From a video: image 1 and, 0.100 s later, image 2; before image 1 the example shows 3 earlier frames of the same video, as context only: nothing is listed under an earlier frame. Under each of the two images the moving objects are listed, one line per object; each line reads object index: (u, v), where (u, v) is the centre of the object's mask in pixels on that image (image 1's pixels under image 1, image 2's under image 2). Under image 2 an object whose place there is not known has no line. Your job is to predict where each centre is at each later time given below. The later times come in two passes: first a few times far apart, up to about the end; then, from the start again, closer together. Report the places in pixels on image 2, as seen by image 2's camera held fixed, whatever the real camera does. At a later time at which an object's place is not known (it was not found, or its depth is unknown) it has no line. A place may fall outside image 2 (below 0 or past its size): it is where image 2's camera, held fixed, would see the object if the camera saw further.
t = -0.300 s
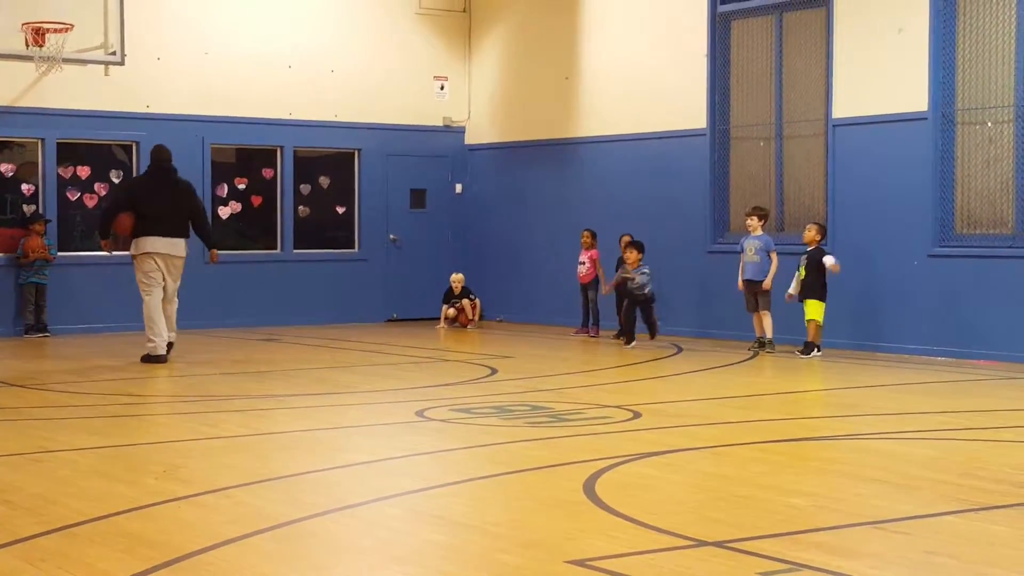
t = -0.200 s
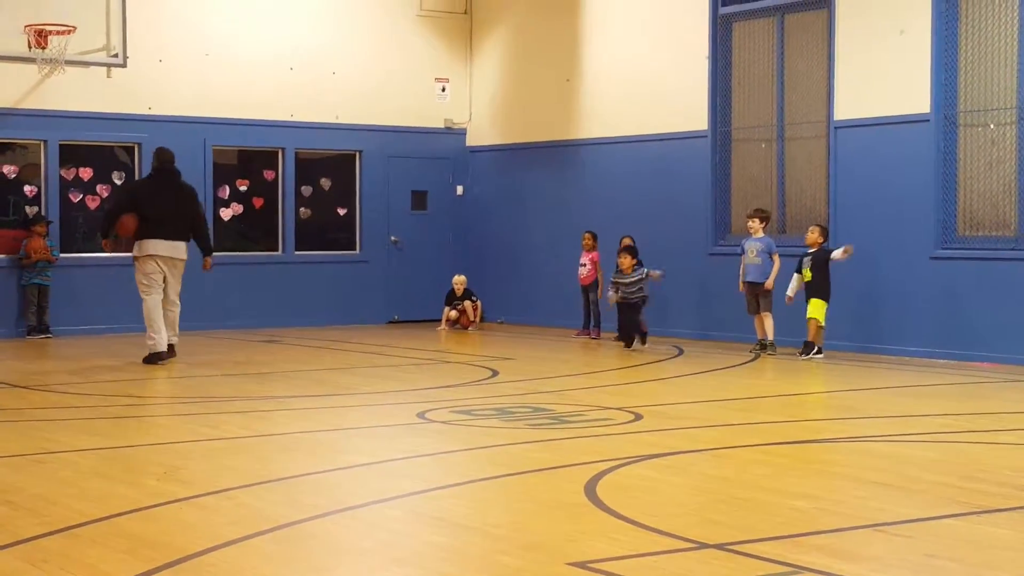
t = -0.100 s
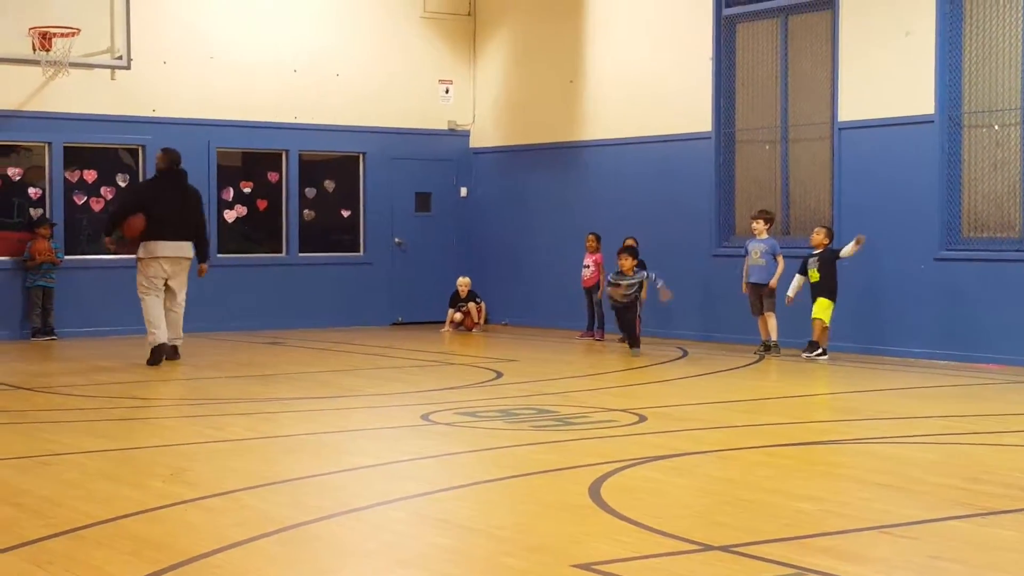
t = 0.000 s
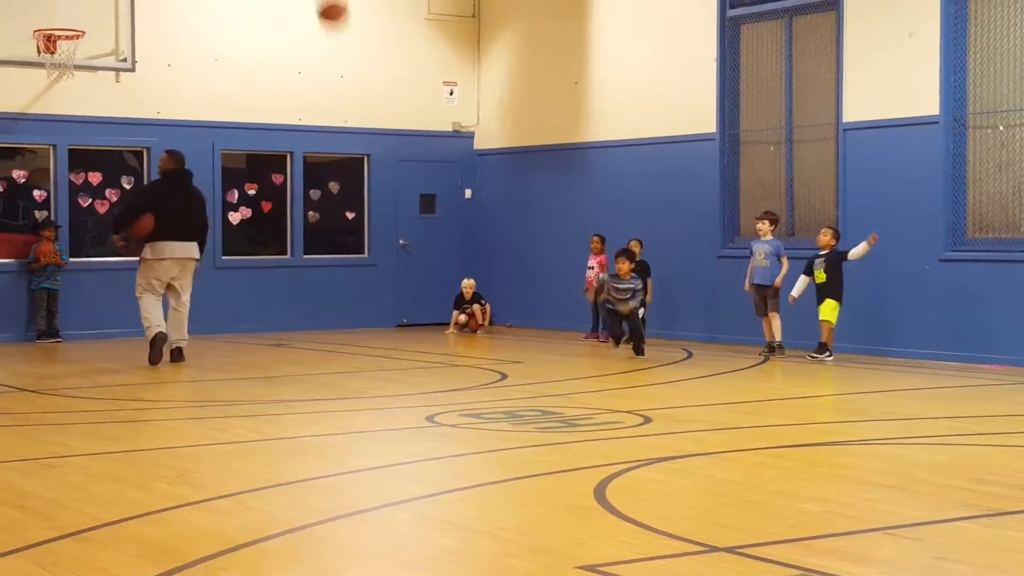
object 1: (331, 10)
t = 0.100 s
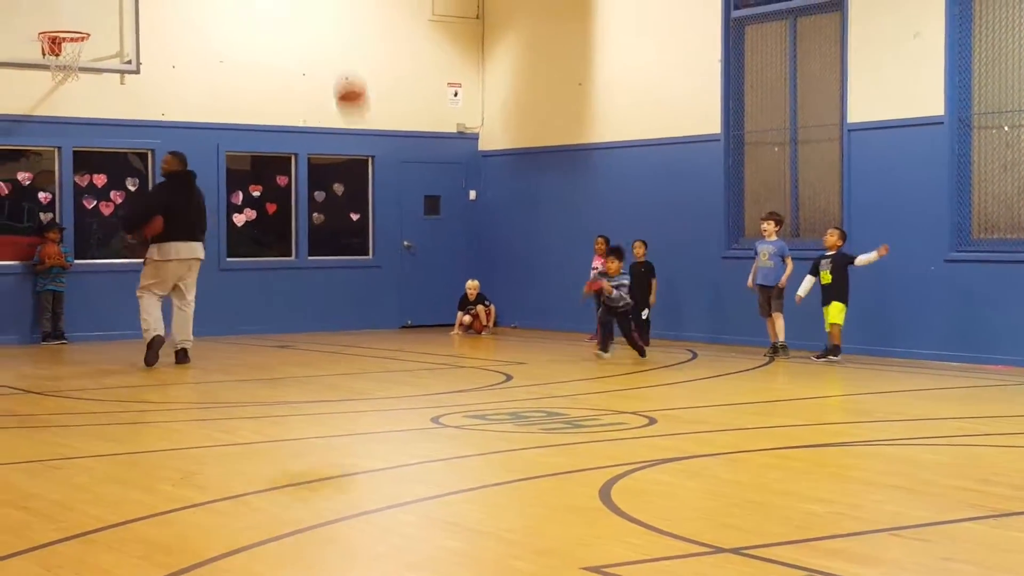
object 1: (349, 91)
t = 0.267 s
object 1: (380, 275)
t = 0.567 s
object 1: (397, 224)
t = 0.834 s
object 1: (400, 106)
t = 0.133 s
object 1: (356, 127)
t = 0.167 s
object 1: (362, 162)
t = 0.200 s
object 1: (366, 195)
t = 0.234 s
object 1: (372, 233)
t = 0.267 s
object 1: (380, 275)
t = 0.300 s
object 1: (383, 313)
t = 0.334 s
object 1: (388, 355)
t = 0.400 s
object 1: (393, 350)
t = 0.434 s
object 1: (395, 321)
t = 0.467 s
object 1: (396, 296)
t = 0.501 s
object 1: (396, 270)
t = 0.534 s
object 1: (397, 246)
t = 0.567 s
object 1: (397, 224)
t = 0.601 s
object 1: (397, 203)
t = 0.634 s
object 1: (398, 184)
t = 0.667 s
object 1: (398, 167)
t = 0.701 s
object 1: (399, 153)
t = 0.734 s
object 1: (399, 141)
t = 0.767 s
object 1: (399, 128)
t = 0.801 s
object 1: (400, 116)
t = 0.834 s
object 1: (400, 106)
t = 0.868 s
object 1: (400, 99)
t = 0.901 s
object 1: (401, 93)
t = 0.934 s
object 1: (400, 90)
